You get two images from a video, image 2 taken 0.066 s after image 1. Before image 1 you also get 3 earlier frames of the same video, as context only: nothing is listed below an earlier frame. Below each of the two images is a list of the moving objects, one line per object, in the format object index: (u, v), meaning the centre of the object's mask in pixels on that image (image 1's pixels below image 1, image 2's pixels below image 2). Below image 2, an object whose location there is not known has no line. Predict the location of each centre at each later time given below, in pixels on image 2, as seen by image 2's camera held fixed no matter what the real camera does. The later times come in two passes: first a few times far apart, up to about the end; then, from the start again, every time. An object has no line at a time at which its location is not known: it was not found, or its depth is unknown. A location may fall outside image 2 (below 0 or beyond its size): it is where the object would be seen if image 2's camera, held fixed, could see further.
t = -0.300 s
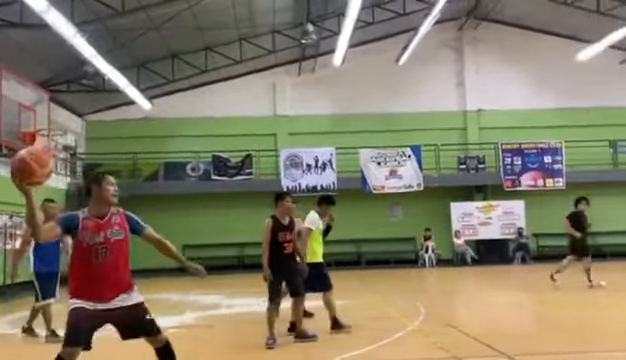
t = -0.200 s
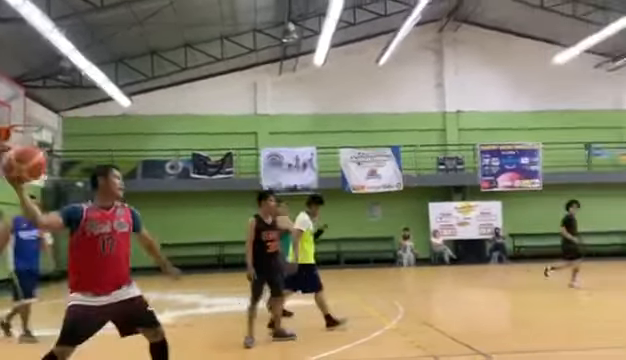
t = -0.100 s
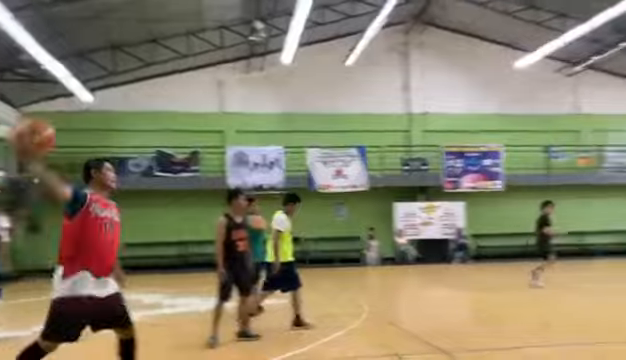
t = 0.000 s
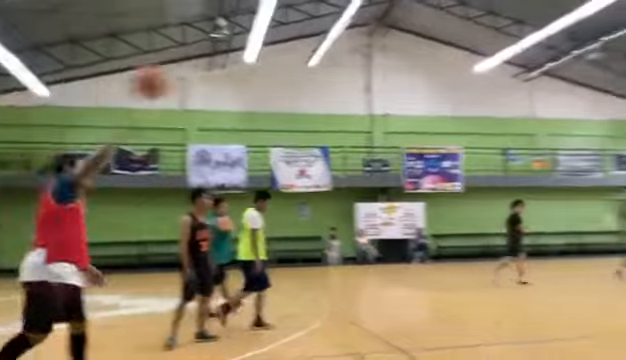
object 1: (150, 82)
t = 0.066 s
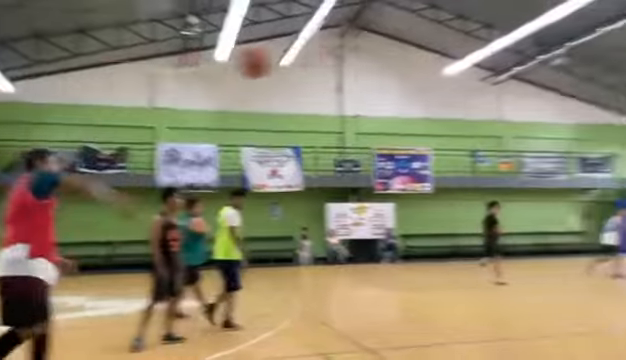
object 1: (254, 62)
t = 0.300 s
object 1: (580, 49)
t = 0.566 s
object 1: (806, 88)
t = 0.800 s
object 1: (938, 144)
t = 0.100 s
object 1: (312, 57)
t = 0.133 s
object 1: (366, 52)
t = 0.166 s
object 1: (414, 47)
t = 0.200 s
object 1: (459, 46)
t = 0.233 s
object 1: (505, 46)
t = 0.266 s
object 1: (543, 46)
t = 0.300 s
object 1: (580, 49)
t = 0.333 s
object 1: (615, 50)
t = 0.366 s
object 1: (648, 51)
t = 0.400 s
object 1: (677, 57)
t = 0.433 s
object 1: (709, 61)
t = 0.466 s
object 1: (732, 68)
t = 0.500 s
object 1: (761, 73)
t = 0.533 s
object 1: (784, 78)
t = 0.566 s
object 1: (806, 88)
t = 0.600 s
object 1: (831, 94)
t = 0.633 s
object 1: (850, 102)
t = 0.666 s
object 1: (867, 109)
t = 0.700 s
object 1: (885, 118)
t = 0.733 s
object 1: (905, 125)
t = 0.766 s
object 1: (922, 135)
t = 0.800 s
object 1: (938, 144)
